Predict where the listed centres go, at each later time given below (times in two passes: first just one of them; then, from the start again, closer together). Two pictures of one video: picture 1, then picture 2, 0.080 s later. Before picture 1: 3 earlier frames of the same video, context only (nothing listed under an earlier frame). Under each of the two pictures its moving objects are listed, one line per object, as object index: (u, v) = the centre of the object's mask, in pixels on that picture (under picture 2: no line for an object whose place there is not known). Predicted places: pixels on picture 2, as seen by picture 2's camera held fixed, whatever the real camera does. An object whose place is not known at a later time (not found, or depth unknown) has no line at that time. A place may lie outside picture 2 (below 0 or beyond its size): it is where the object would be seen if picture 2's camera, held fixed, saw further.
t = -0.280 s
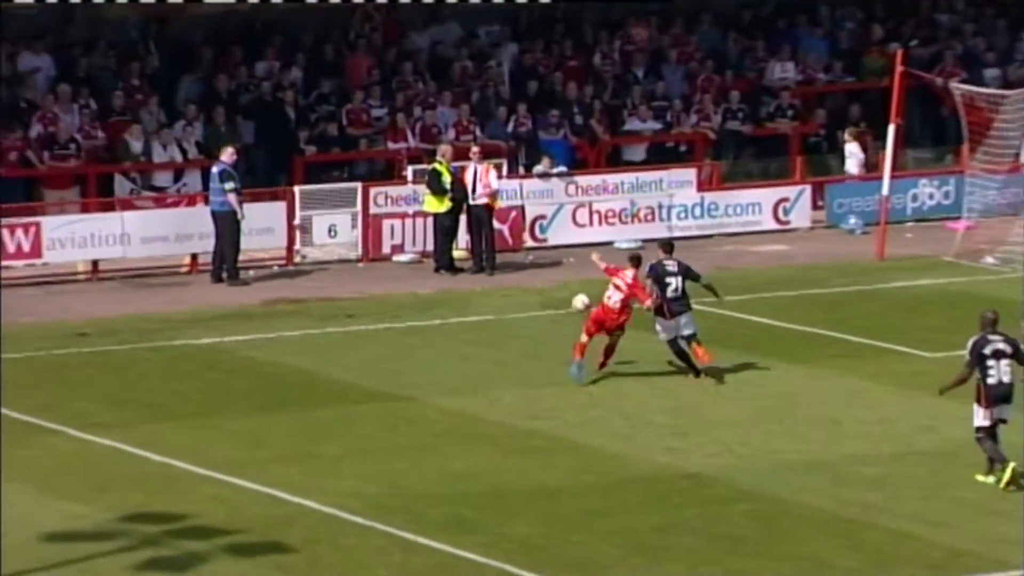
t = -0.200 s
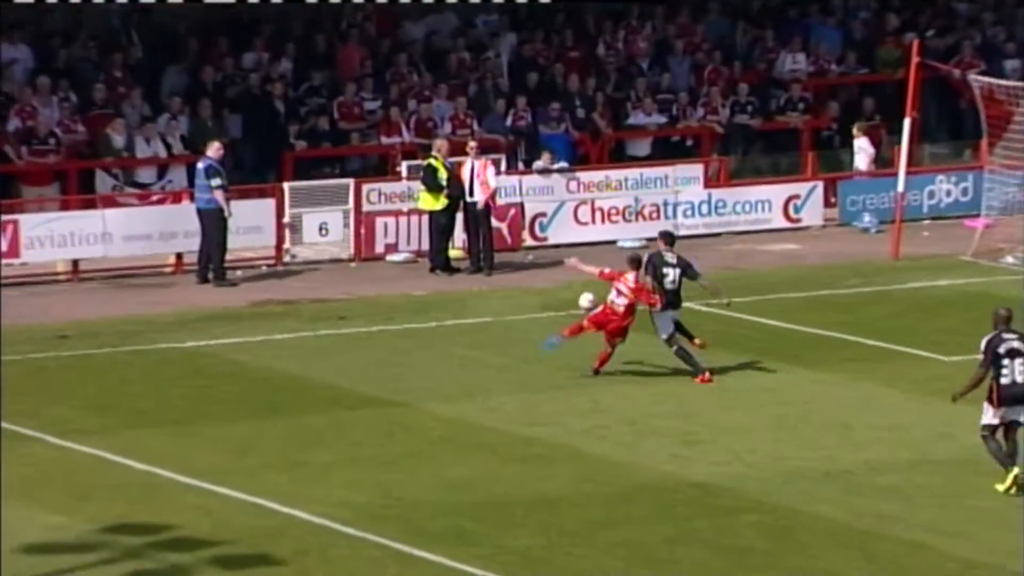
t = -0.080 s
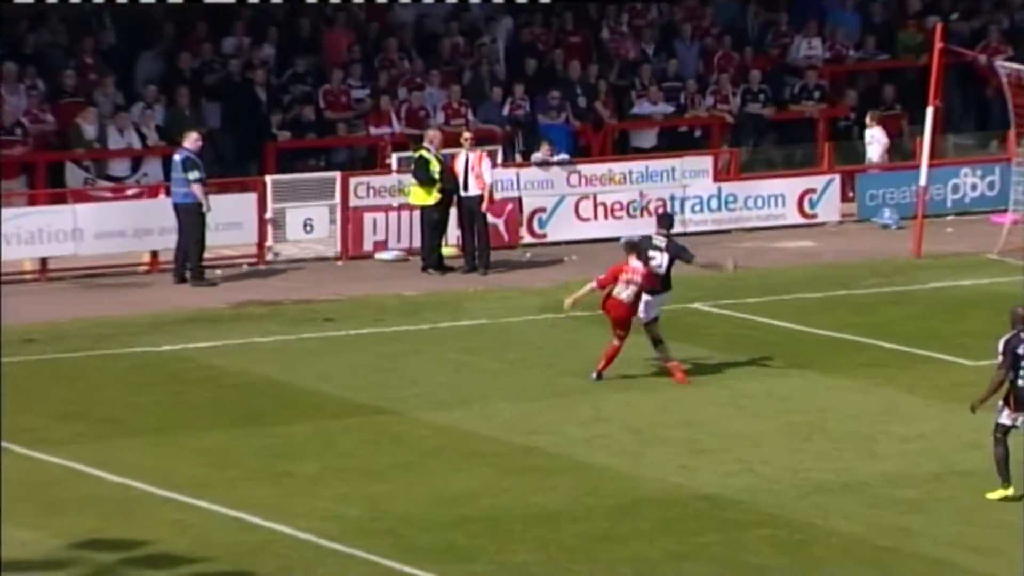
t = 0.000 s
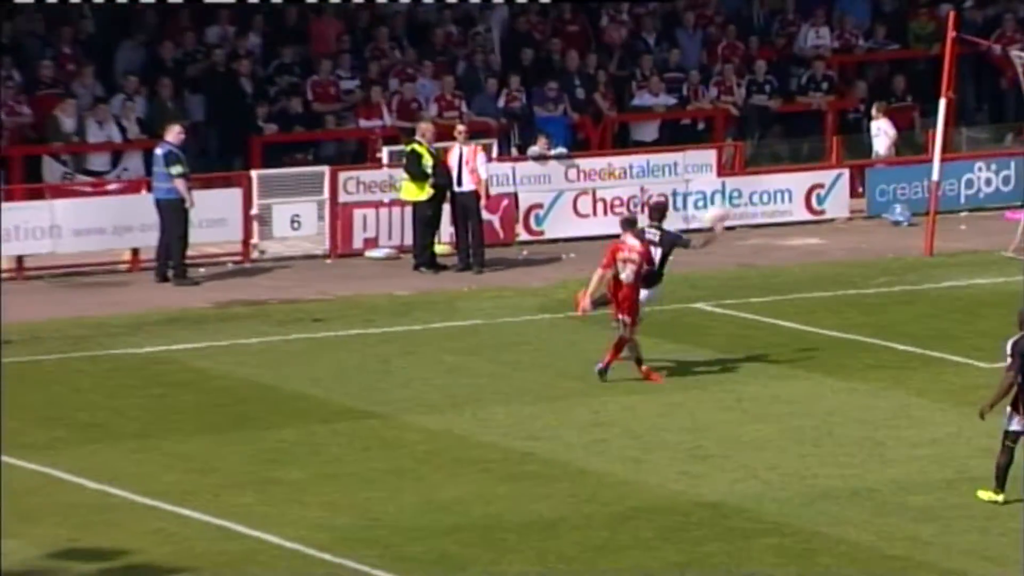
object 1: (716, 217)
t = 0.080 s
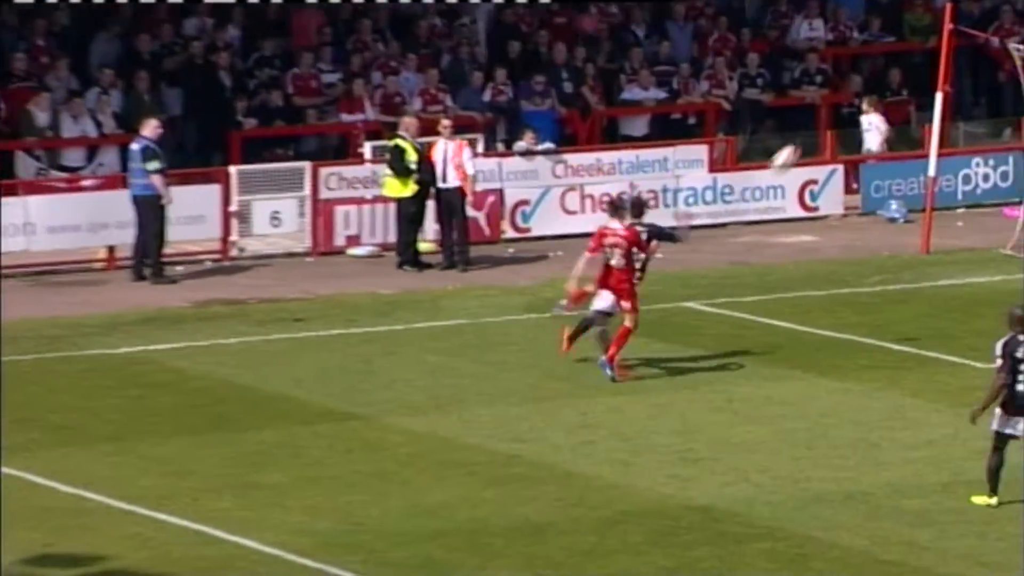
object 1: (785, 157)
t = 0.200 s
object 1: (894, 90)
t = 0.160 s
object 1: (861, 109)
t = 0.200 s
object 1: (894, 90)
